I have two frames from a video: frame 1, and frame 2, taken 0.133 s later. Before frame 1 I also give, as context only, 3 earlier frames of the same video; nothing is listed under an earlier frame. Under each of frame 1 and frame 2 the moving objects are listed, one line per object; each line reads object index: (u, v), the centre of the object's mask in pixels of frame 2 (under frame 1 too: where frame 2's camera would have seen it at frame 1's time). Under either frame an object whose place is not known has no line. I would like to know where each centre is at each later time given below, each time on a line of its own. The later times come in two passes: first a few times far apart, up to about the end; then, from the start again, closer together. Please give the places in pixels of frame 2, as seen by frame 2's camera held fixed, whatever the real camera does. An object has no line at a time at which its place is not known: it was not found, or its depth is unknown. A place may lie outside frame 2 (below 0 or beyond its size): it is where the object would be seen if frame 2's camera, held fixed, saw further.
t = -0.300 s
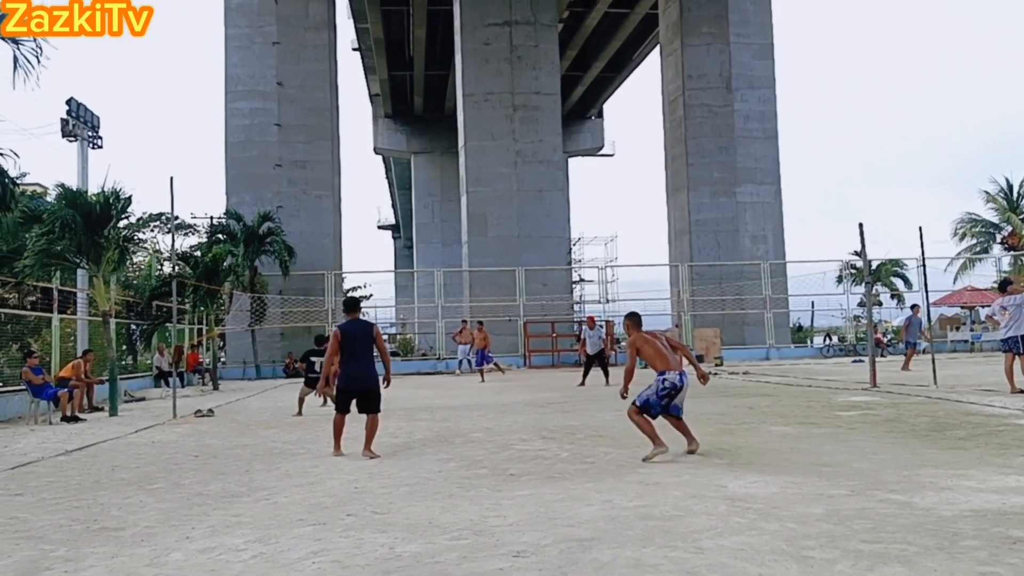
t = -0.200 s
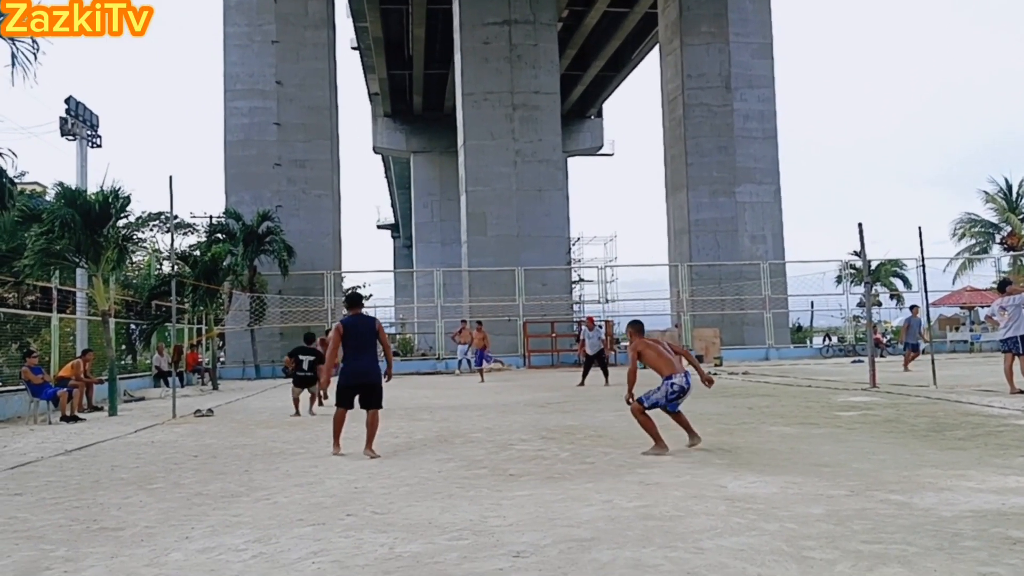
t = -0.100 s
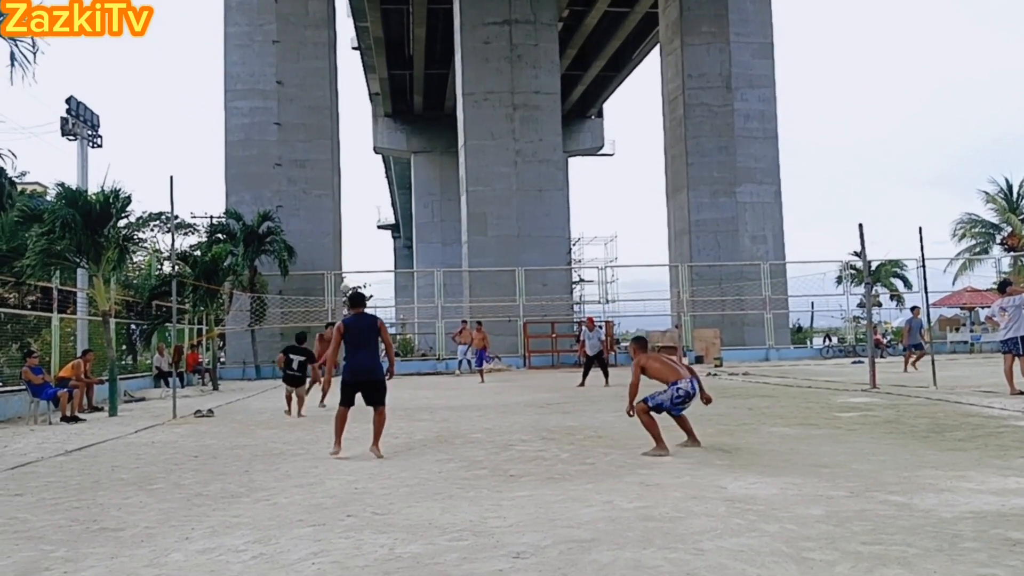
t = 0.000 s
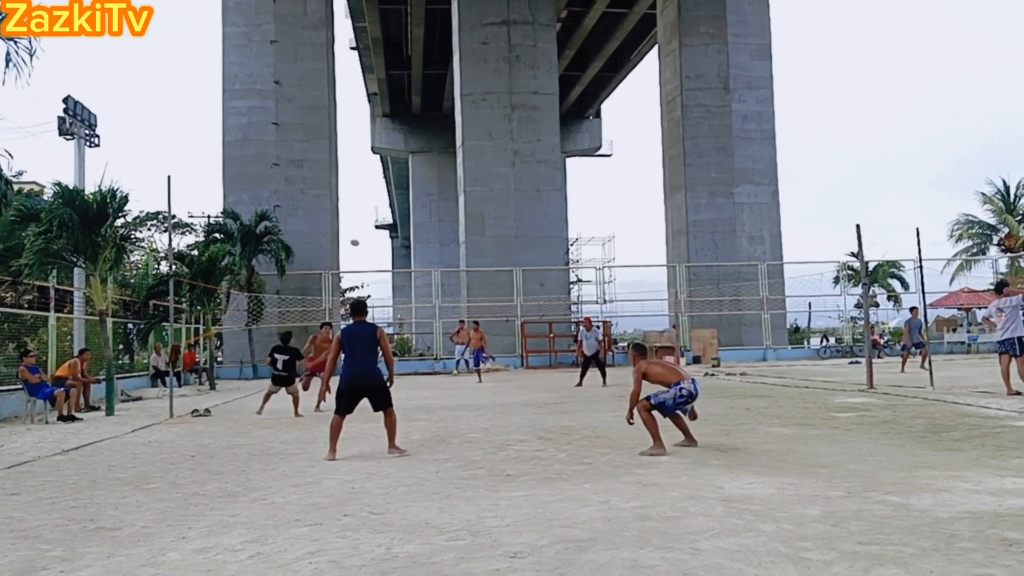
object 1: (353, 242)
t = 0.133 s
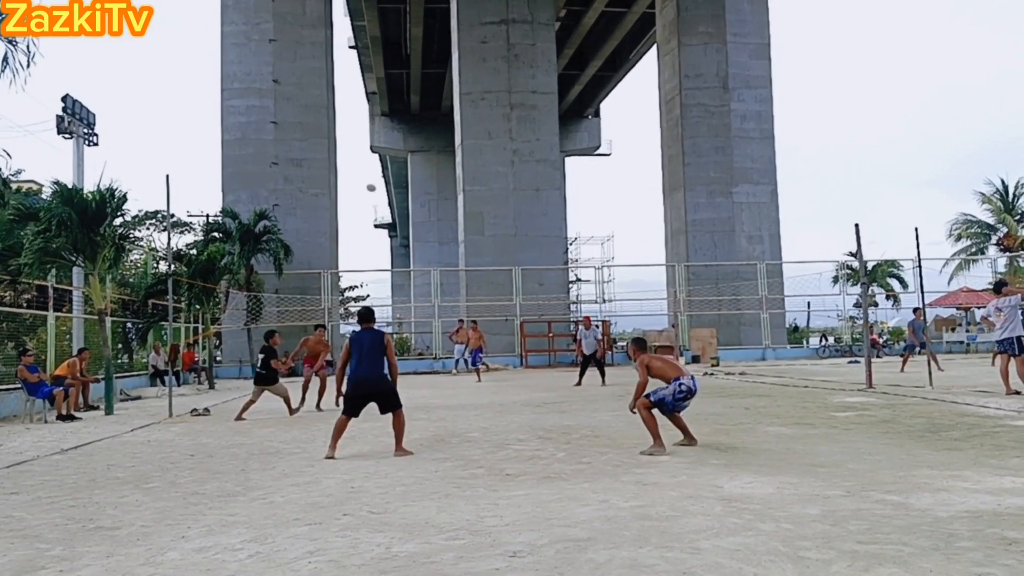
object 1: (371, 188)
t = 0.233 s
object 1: (385, 151)
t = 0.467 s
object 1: (421, 86)
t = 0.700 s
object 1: (466, 49)
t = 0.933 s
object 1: (524, 55)
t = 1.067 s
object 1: (563, 86)
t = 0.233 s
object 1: (385, 151)
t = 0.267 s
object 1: (389, 141)
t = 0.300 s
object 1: (394, 130)
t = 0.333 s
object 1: (399, 121)
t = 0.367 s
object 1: (405, 111)
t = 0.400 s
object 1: (410, 102)
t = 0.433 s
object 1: (416, 93)
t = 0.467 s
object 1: (421, 86)
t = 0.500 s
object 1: (427, 79)
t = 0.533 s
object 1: (433, 72)
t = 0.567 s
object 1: (439, 66)
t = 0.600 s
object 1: (446, 61)
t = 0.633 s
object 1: (452, 56)
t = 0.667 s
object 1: (460, 53)
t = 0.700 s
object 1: (466, 49)
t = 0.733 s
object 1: (473, 47)
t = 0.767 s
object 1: (480, 46)
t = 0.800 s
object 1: (489, 46)
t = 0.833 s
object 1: (497, 47)
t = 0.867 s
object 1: (506, 49)
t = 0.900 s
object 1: (515, 51)
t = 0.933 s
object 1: (524, 55)
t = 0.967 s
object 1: (533, 61)
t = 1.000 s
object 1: (542, 69)
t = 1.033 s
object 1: (552, 76)
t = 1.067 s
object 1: (563, 86)
